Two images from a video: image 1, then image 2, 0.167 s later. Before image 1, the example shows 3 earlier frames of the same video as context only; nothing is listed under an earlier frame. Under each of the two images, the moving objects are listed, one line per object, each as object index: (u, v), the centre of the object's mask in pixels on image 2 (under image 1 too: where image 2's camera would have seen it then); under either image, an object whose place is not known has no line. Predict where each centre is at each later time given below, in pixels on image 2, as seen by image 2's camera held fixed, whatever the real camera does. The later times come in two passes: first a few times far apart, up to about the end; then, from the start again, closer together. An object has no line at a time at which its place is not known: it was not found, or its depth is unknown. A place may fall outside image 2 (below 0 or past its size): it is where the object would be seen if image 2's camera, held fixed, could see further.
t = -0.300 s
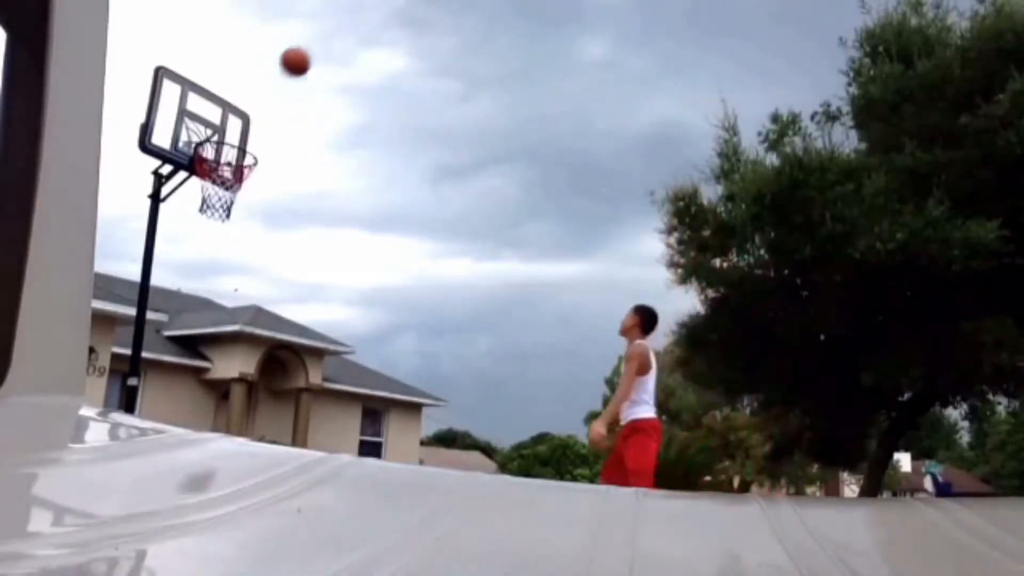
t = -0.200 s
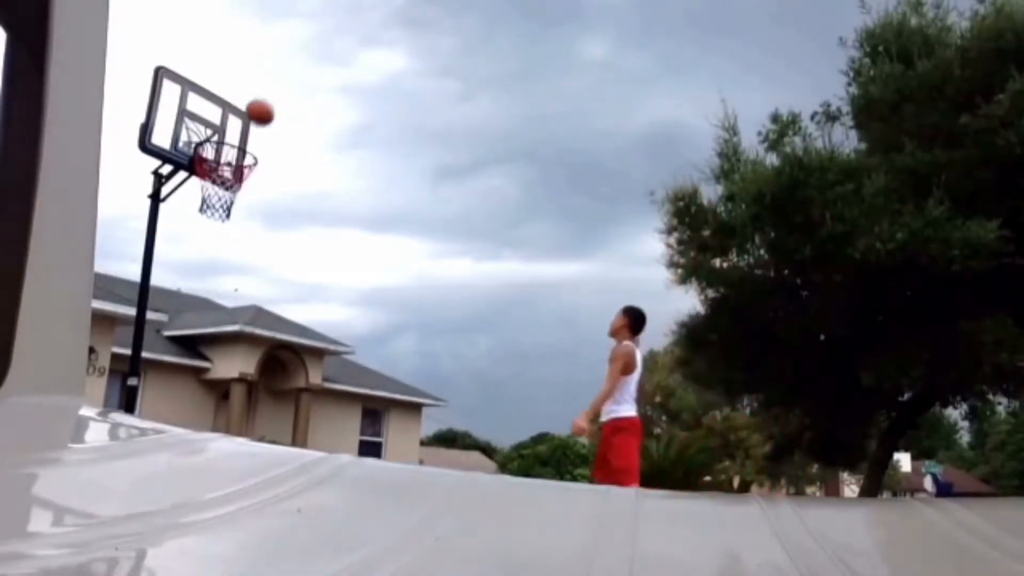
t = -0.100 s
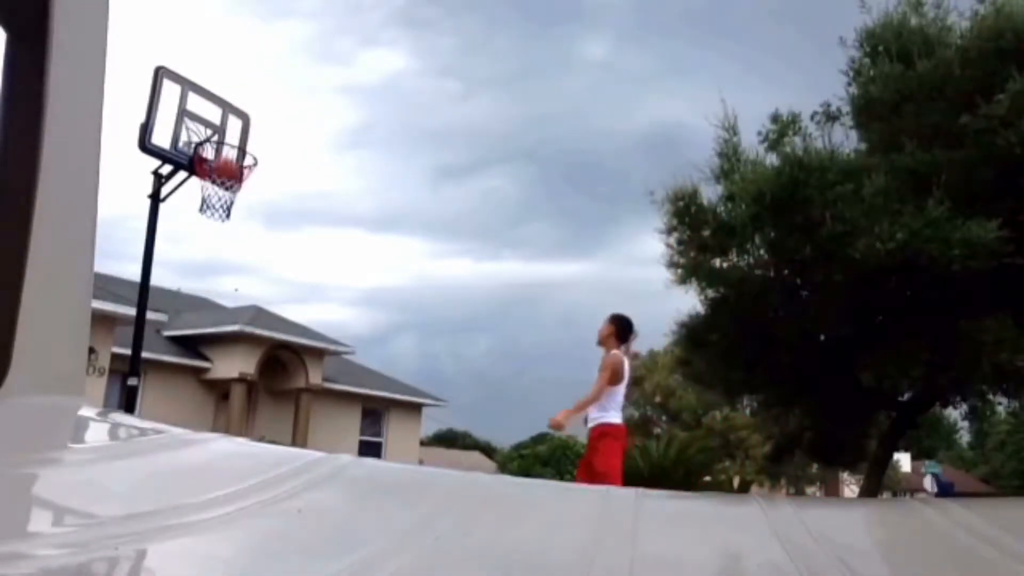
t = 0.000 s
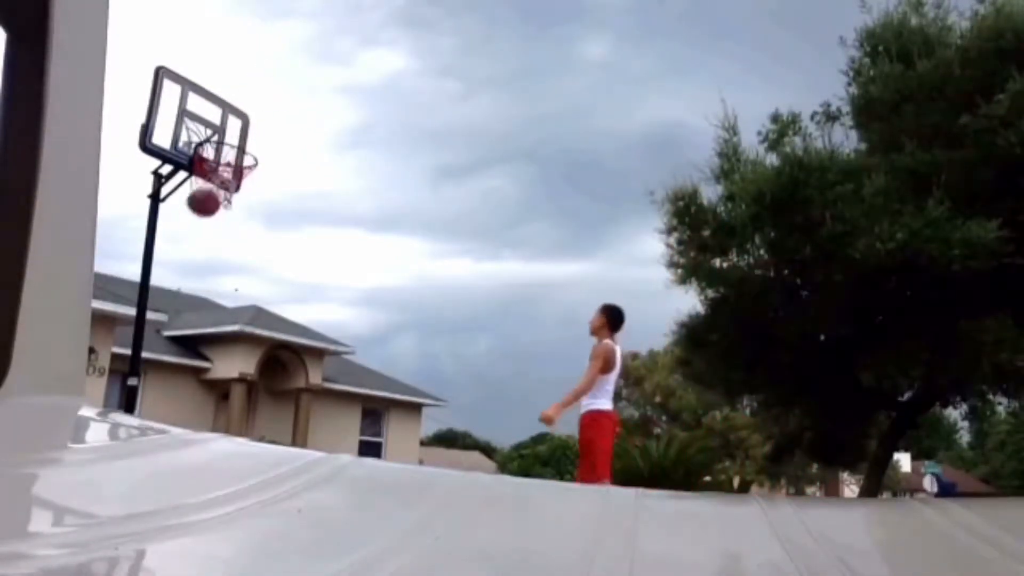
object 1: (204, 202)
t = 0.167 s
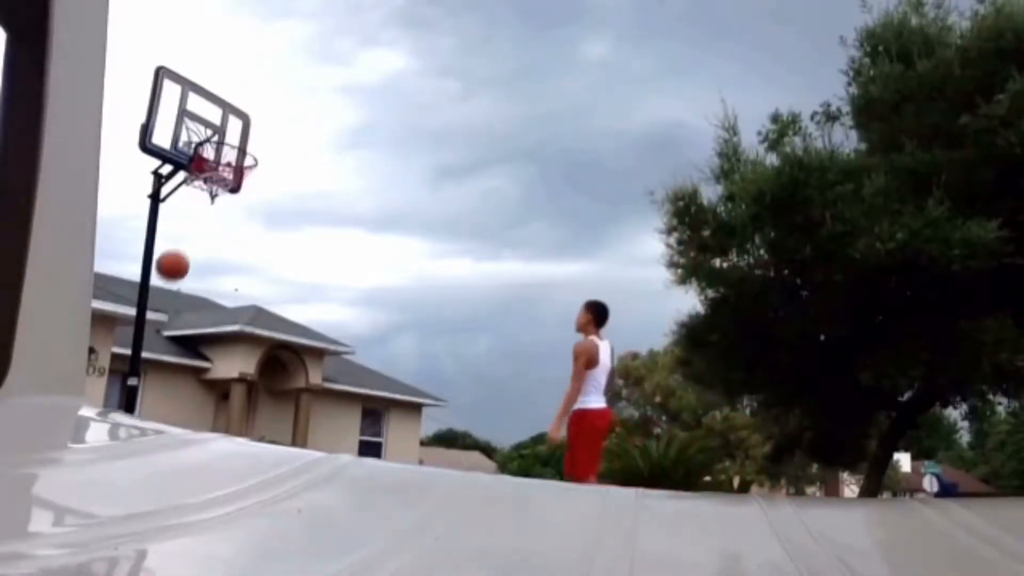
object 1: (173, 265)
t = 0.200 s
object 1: (165, 284)
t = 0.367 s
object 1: (123, 399)
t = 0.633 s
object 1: (108, 399)
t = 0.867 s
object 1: (129, 291)
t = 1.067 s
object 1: (139, 251)
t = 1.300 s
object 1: (139, 281)
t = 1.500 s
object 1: (126, 390)
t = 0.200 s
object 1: (165, 284)
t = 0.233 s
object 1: (158, 302)
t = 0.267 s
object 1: (150, 324)
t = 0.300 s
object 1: (140, 349)
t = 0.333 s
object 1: (132, 373)
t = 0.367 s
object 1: (123, 399)
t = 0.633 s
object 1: (108, 399)
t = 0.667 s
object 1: (110, 384)
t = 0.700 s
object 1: (114, 366)
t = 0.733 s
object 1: (118, 348)
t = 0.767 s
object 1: (120, 331)
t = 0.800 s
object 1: (124, 317)
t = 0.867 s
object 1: (129, 291)
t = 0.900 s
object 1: (131, 282)
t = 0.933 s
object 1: (133, 272)
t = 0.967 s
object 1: (135, 264)
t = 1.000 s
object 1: (136, 258)
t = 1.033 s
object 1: (138, 253)
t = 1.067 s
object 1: (139, 251)
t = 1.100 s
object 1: (140, 250)
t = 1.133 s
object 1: (140, 250)
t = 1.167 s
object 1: (140, 252)
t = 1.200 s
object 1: (140, 257)
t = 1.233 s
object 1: (140, 263)
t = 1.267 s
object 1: (140, 271)
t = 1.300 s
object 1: (139, 281)
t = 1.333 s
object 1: (138, 293)
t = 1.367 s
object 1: (136, 308)
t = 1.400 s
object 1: (135, 325)
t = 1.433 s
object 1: (132, 343)
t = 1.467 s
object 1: (129, 366)
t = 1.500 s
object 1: (126, 390)
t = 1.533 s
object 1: (126, 405)
